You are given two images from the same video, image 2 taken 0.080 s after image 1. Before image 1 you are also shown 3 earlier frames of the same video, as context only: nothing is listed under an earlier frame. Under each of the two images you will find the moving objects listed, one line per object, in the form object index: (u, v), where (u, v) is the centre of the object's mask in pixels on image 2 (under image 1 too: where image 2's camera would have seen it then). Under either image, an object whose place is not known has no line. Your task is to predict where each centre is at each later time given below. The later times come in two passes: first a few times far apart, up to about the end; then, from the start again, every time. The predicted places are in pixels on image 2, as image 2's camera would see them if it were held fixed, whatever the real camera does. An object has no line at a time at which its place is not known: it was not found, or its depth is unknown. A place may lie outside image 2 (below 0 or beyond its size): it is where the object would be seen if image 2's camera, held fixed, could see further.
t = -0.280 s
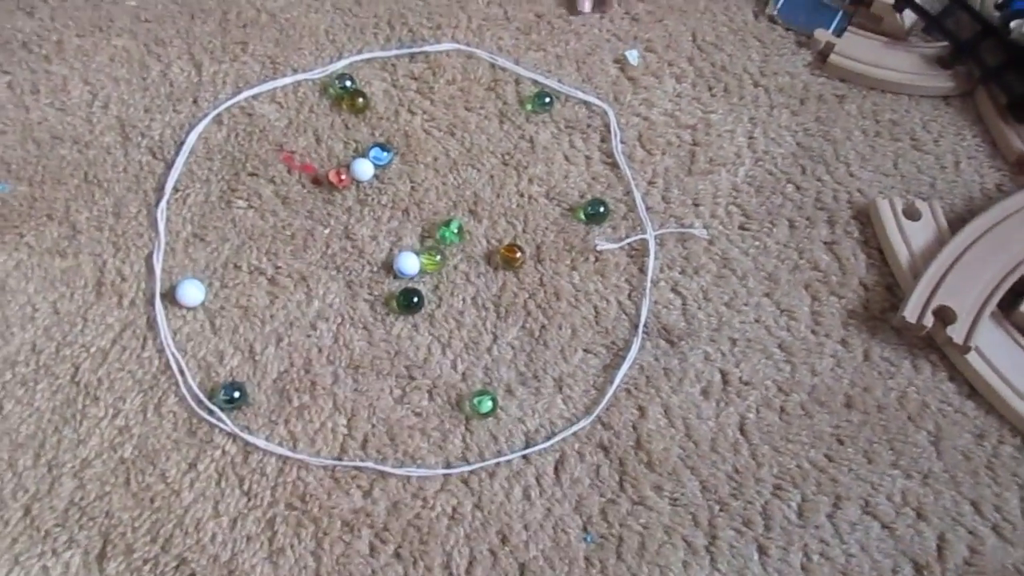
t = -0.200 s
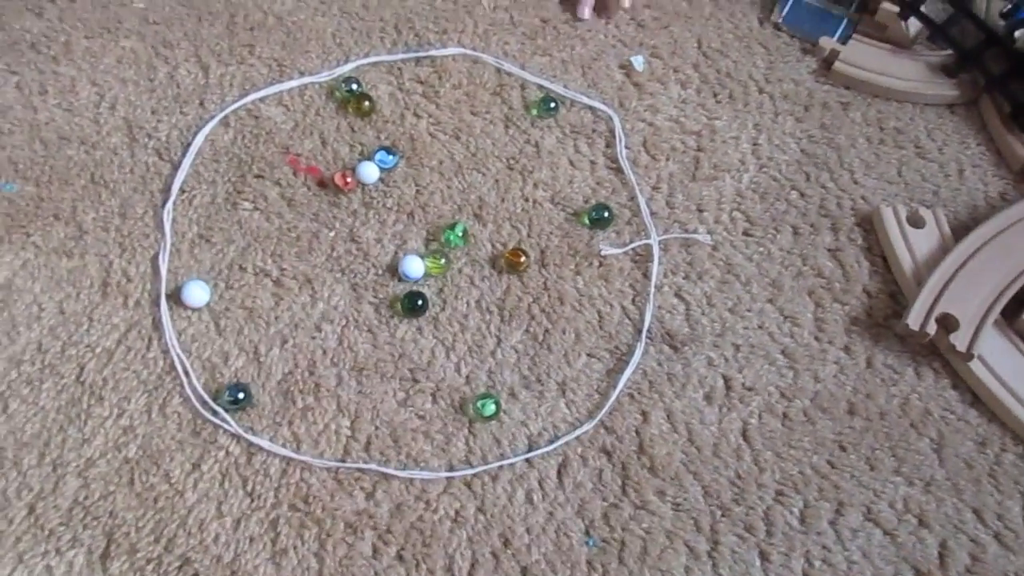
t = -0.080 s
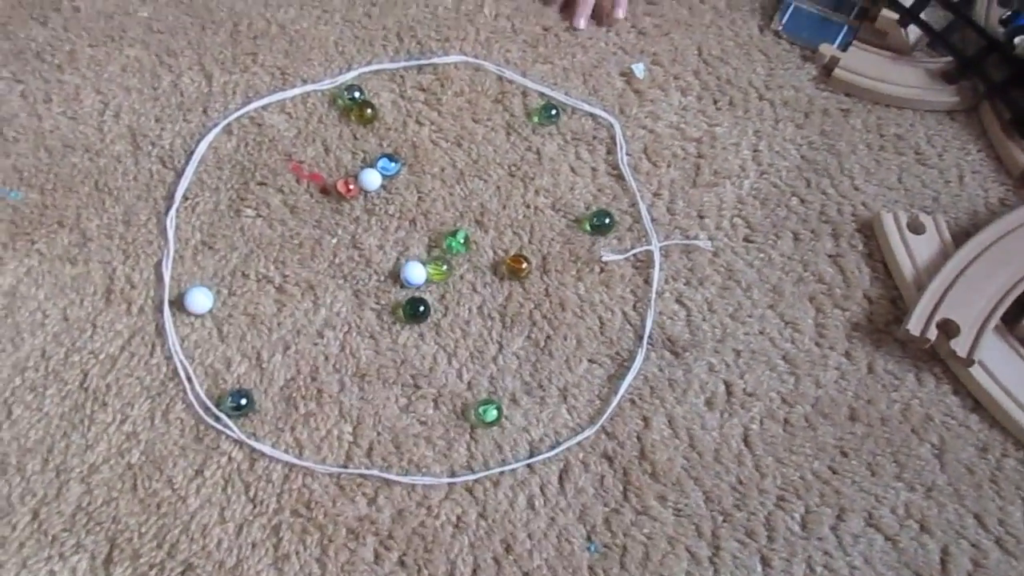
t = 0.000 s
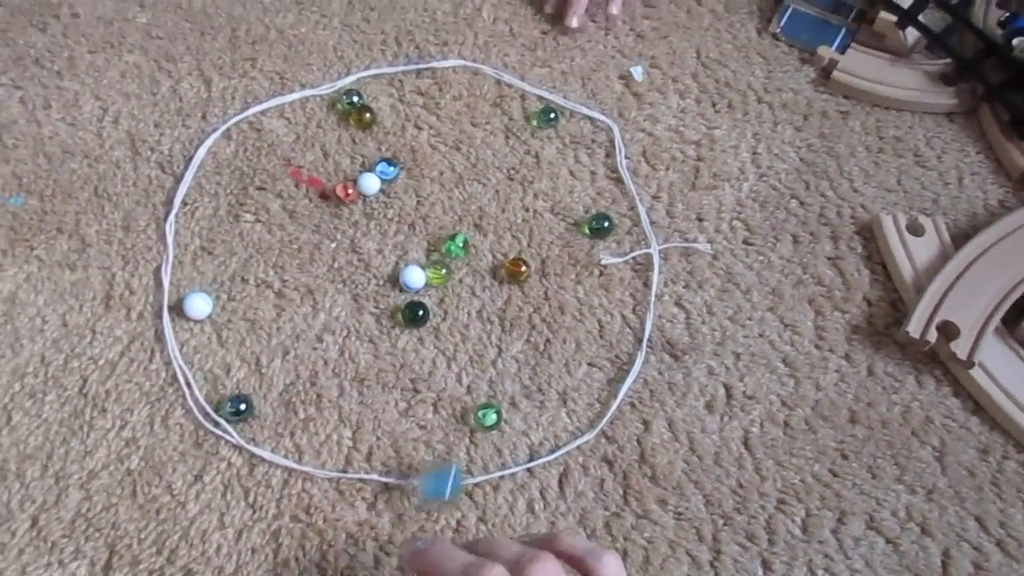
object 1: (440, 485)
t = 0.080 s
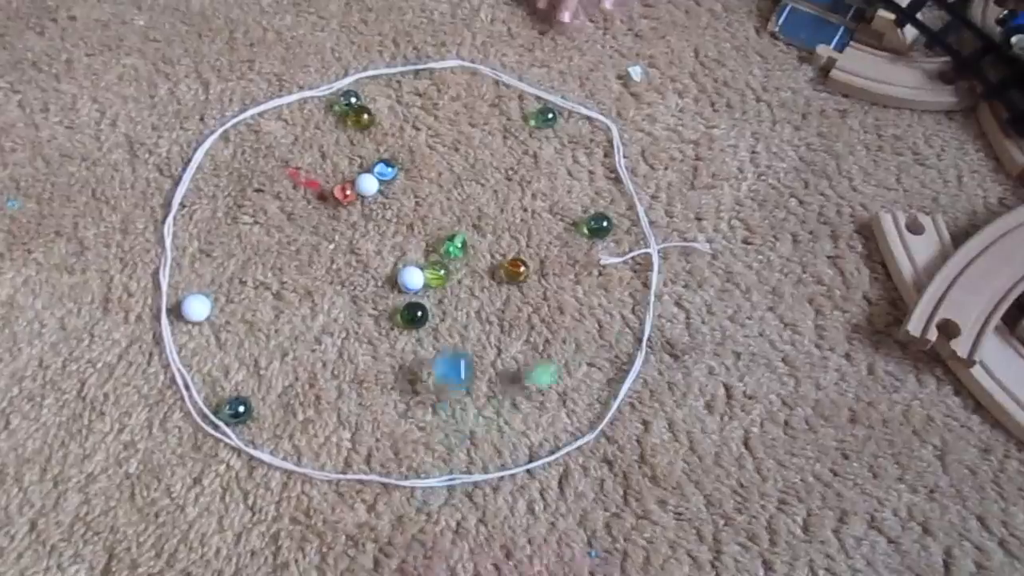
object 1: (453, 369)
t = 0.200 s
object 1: (458, 274)
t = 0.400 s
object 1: (458, 236)
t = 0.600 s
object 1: (455, 249)
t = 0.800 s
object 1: (455, 249)
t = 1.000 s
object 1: (455, 249)
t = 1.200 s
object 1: (455, 248)
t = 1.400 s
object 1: (455, 249)
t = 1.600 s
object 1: (455, 248)
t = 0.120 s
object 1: (454, 337)
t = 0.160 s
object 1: (454, 294)
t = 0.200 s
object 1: (458, 274)
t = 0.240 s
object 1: (464, 255)
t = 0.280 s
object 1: (466, 245)
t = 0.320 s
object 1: (464, 237)
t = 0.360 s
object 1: (462, 235)
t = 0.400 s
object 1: (458, 236)
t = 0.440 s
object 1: (455, 246)
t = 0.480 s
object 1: (454, 248)
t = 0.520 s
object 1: (453, 249)
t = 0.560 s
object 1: (455, 250)
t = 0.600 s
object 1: (455, 249)
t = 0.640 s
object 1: (455, 249)
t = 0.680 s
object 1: (455, 249)
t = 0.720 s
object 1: (455, 248)
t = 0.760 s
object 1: (455, 249)
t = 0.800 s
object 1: (455, 249)
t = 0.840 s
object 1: (455, 249)
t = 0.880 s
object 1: (455, 249)
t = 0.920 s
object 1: (455, 249)
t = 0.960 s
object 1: (455, 249)
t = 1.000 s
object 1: (455, 249)
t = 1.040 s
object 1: (455, 249)
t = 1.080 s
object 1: (455, 249)
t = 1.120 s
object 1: (455, 249)
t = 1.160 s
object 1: (455, 249)
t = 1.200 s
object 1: (455, 248)
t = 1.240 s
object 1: (455, 249)
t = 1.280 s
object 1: (455, 249)
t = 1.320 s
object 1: (455, 249)
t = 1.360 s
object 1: (455, 249)
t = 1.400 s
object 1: (455, 249)
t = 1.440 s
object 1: (455, 248)
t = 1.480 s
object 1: (455, 249)
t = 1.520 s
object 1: (455, 249)
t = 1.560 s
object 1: (455, 248)
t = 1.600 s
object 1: (455, 248)
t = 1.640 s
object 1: (455, 248)
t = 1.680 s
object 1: (456, 248)
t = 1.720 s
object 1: (455, 249)
